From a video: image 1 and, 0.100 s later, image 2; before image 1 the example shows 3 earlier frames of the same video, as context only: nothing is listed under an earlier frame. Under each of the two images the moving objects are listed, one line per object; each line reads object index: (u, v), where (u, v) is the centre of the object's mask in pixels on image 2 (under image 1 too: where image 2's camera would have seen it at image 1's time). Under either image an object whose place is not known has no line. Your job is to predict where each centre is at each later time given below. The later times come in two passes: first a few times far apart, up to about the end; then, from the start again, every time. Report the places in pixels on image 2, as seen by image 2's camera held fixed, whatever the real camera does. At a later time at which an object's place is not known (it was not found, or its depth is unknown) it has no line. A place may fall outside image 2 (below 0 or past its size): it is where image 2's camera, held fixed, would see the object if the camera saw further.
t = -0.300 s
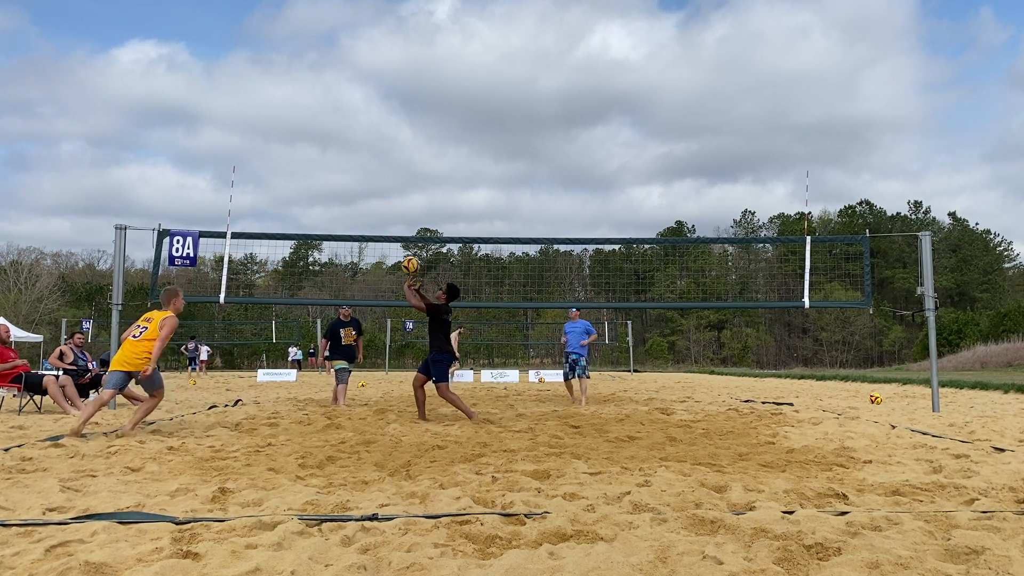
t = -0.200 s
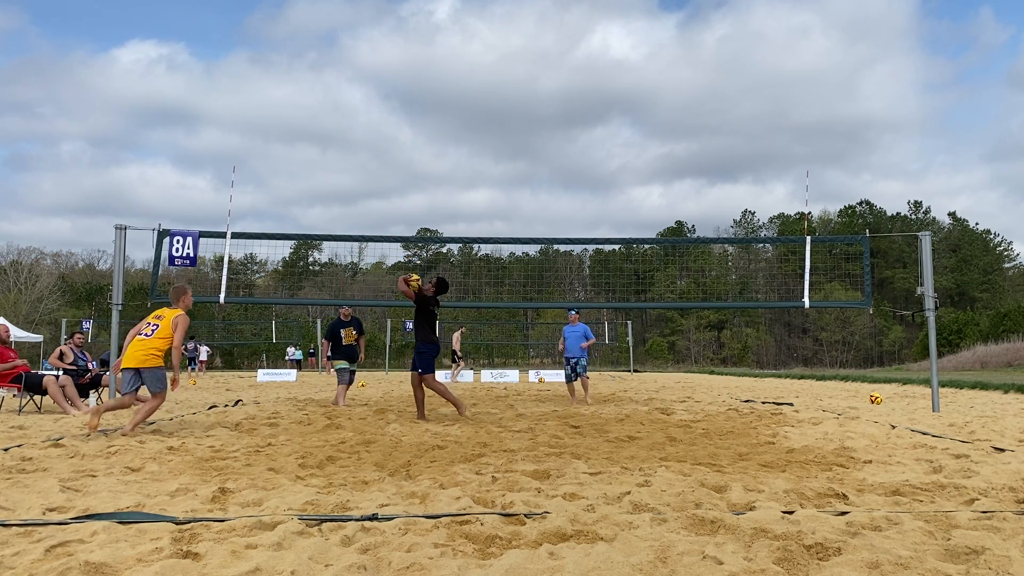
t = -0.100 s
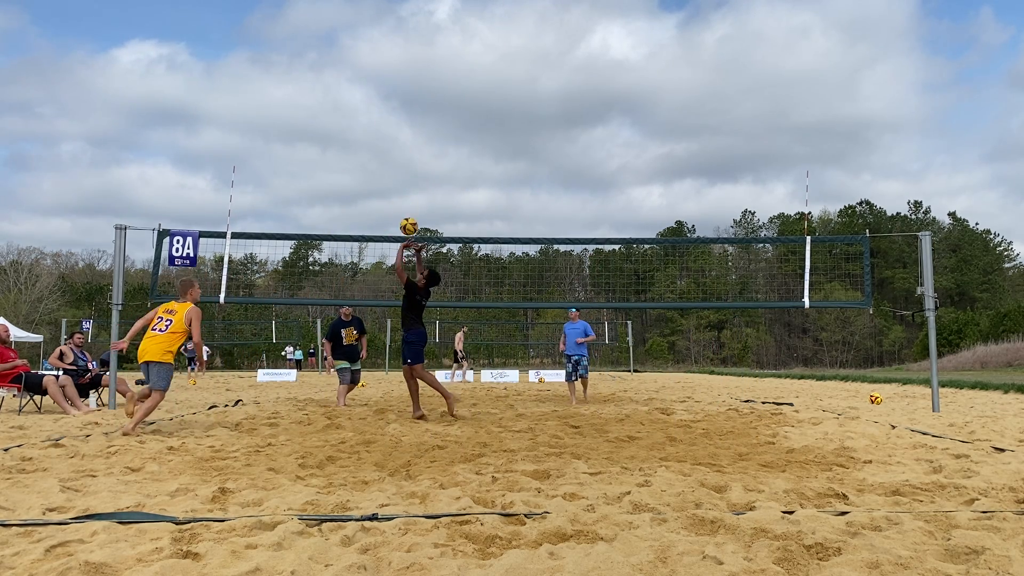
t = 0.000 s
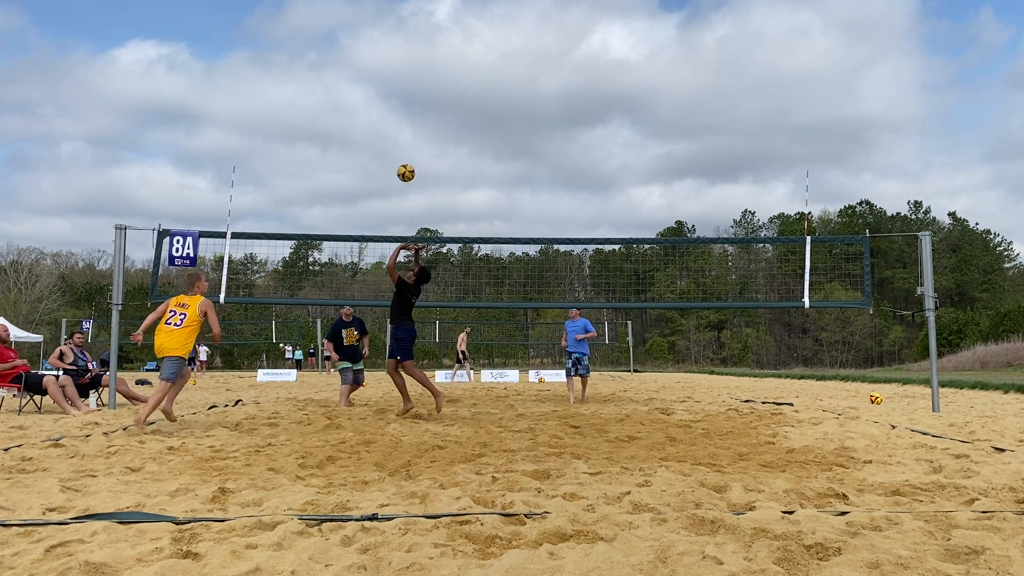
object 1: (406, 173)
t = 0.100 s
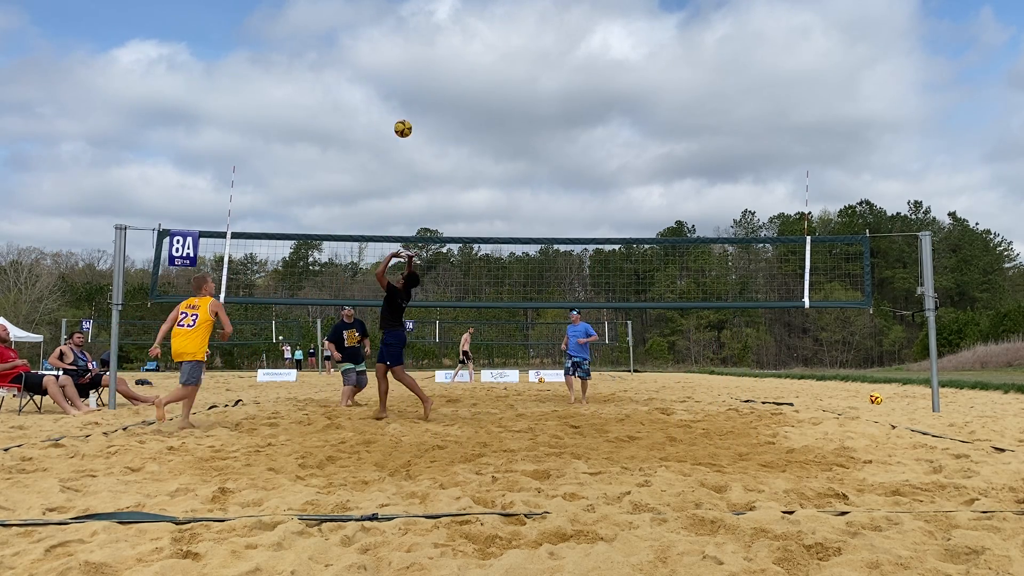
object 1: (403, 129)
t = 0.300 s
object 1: (397, 67)
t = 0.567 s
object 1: (389, 37)
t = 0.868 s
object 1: (381, 67)
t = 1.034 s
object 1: (377, 111)
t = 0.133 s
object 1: (402, 116)
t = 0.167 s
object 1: (401, 104)
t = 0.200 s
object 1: (400, 93)
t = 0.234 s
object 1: (399, 84)
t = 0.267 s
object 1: (398, 75)
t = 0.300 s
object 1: (397, 67)
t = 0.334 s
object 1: (396, 60)
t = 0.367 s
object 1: (395, 54)
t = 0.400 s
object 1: (394, 49)
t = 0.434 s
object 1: (393, 45)
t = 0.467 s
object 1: (392, 42)
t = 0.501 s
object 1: (391, 39)
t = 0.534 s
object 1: (390, 38)
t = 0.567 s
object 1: (389, 37)
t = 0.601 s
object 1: (388, 37)
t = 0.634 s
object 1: (387, 38)
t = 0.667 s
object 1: (386, 40)
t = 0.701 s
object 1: (385, 43)
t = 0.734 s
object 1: (384, 46)
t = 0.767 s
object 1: (383, 50)
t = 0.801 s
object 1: (382, 55)
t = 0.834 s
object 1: (382, 61)
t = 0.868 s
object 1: (381, 67)
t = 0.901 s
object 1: (380, 75)
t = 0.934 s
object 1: (379, 82)
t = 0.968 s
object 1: (378, 91)
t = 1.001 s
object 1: (377, 101)
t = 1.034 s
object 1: (377, 111)
